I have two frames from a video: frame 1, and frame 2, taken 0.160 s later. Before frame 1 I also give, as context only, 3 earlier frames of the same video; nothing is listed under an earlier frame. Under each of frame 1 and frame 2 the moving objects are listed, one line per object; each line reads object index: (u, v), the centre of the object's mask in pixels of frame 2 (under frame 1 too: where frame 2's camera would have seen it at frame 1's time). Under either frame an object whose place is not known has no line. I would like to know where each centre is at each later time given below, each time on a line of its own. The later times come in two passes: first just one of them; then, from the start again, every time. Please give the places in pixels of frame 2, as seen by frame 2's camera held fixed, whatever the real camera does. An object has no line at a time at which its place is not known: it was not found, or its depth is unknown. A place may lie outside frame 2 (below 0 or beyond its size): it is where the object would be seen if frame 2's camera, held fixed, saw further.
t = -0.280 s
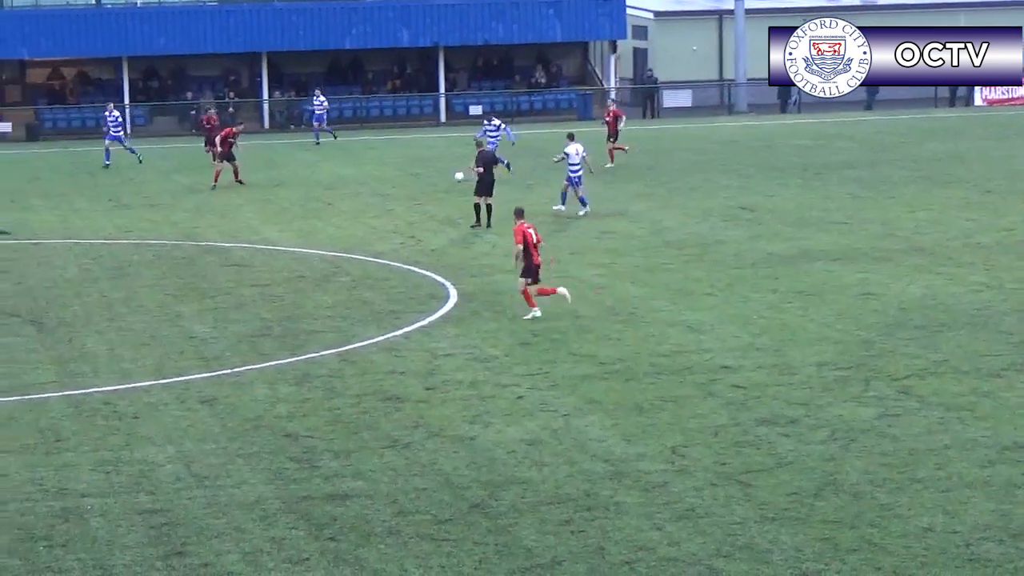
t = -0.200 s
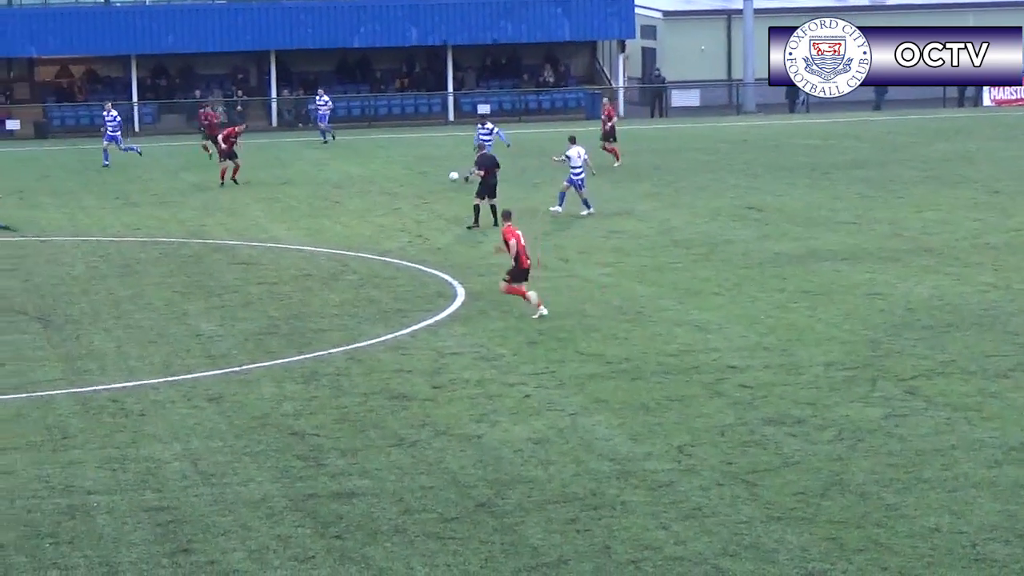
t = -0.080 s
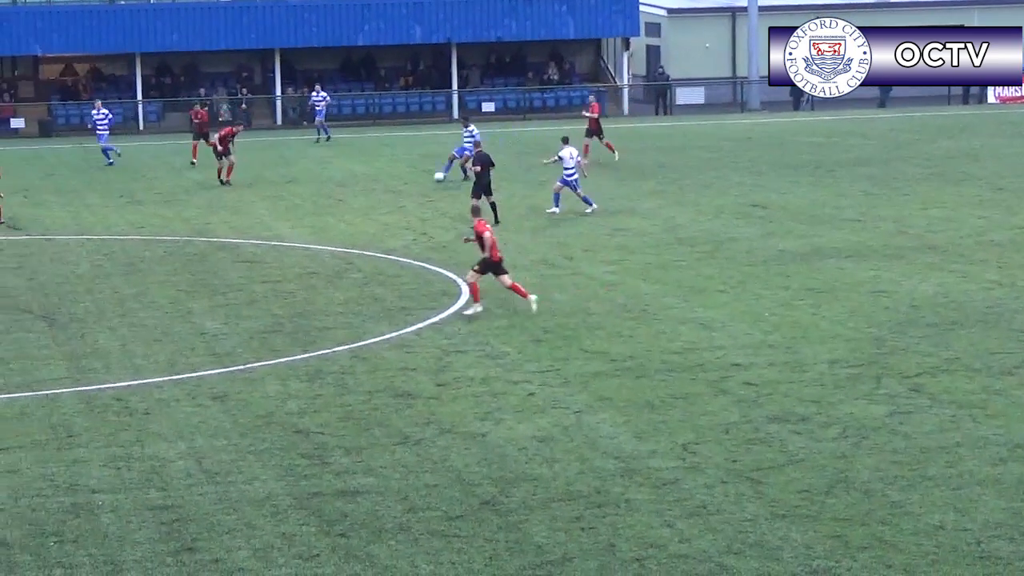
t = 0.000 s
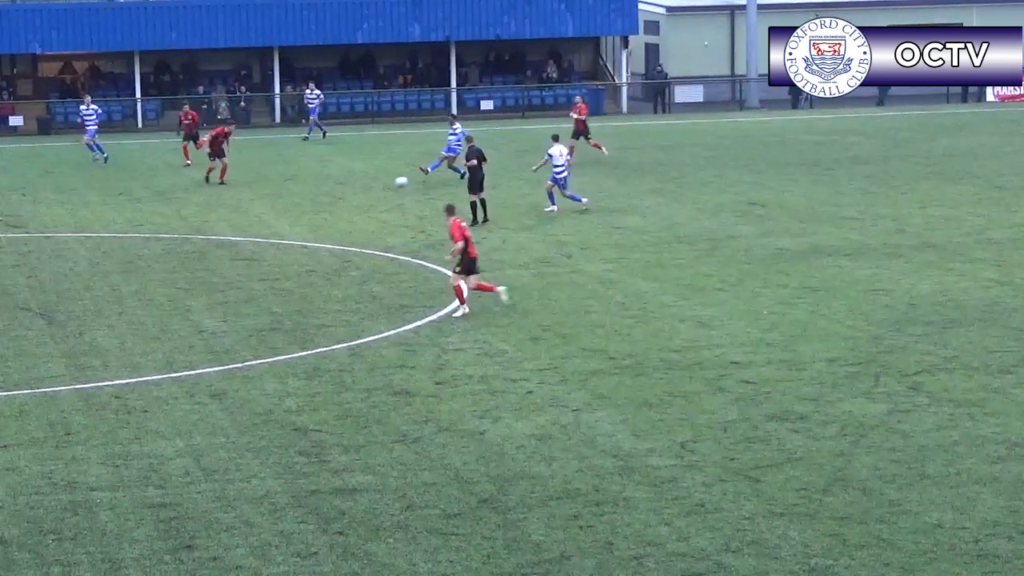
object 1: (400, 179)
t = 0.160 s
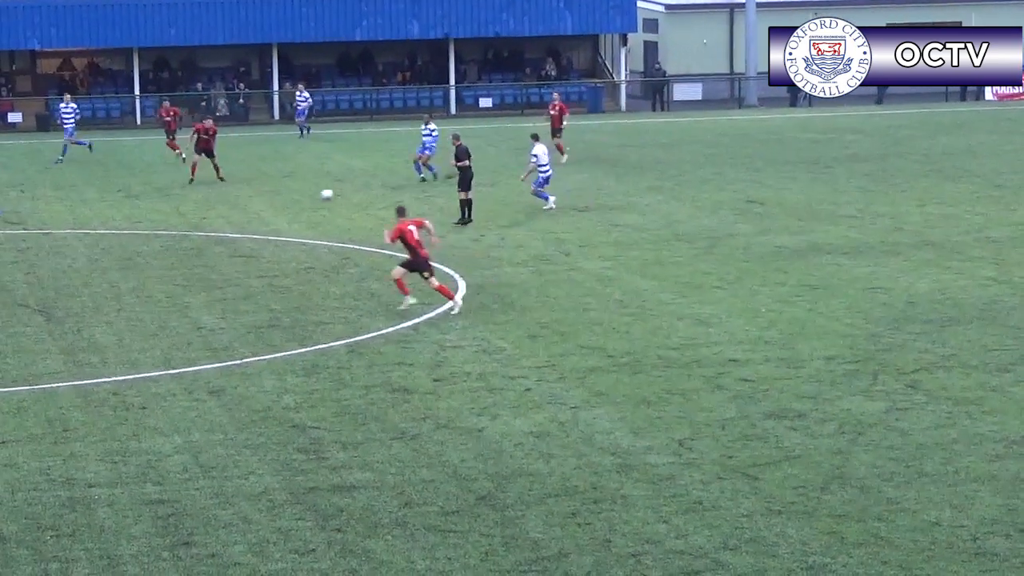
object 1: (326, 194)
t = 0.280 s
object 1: (276, 203)
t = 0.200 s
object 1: (309, 197)
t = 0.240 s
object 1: (292, 200)
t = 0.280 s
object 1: (276, 203)
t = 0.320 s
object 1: (258, 208)
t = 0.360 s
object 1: (244, 211)
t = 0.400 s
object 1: (228, 214)
